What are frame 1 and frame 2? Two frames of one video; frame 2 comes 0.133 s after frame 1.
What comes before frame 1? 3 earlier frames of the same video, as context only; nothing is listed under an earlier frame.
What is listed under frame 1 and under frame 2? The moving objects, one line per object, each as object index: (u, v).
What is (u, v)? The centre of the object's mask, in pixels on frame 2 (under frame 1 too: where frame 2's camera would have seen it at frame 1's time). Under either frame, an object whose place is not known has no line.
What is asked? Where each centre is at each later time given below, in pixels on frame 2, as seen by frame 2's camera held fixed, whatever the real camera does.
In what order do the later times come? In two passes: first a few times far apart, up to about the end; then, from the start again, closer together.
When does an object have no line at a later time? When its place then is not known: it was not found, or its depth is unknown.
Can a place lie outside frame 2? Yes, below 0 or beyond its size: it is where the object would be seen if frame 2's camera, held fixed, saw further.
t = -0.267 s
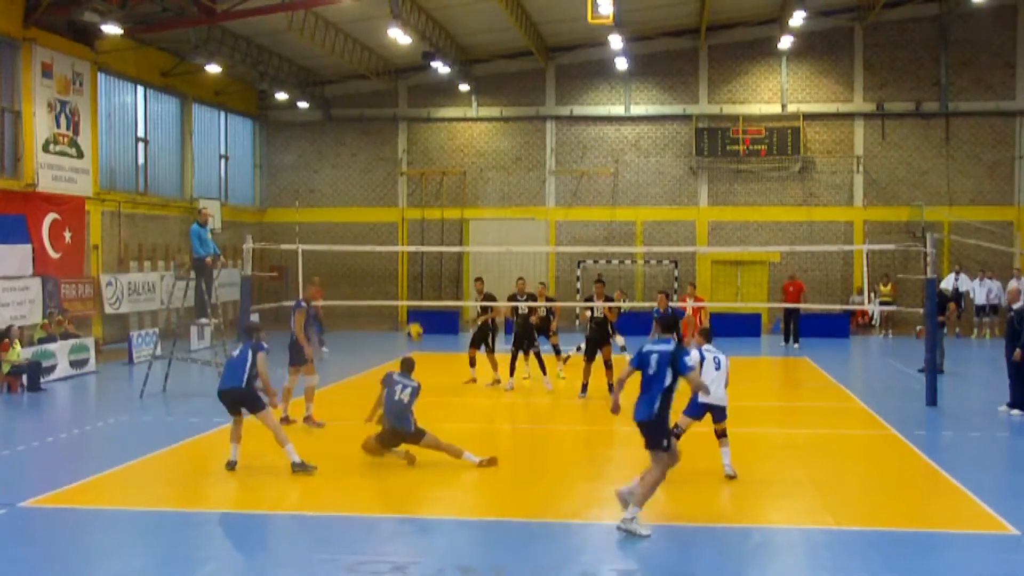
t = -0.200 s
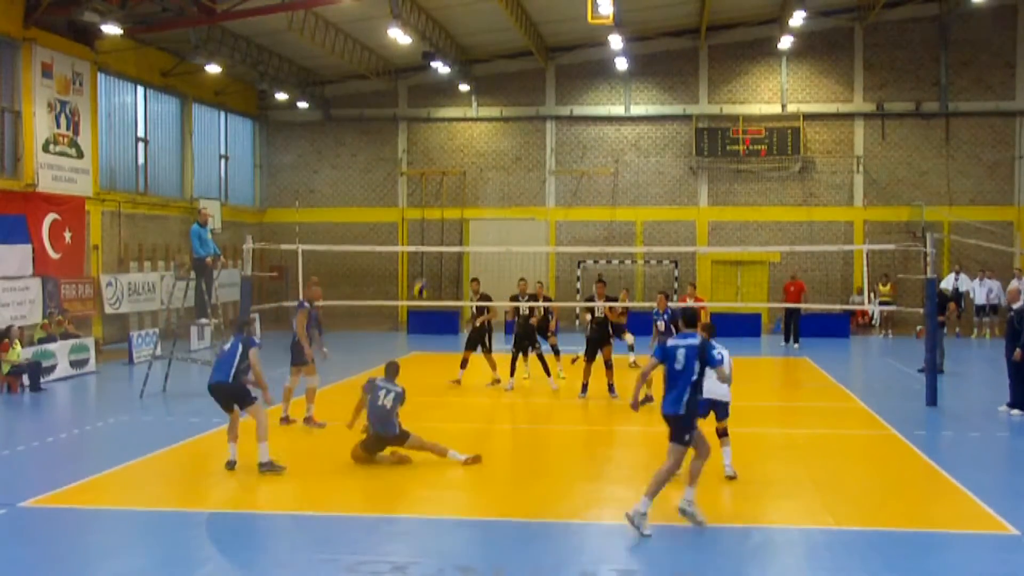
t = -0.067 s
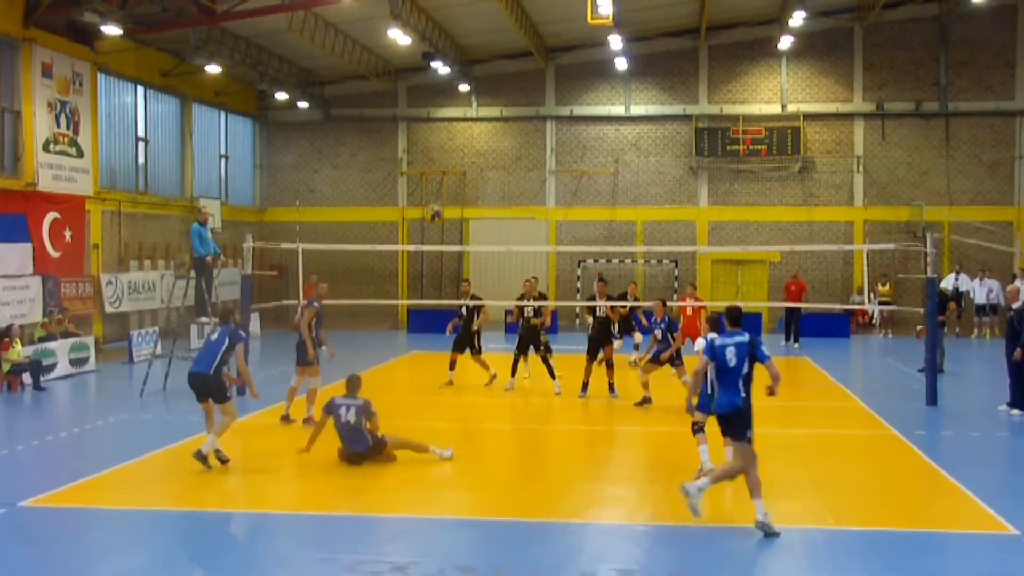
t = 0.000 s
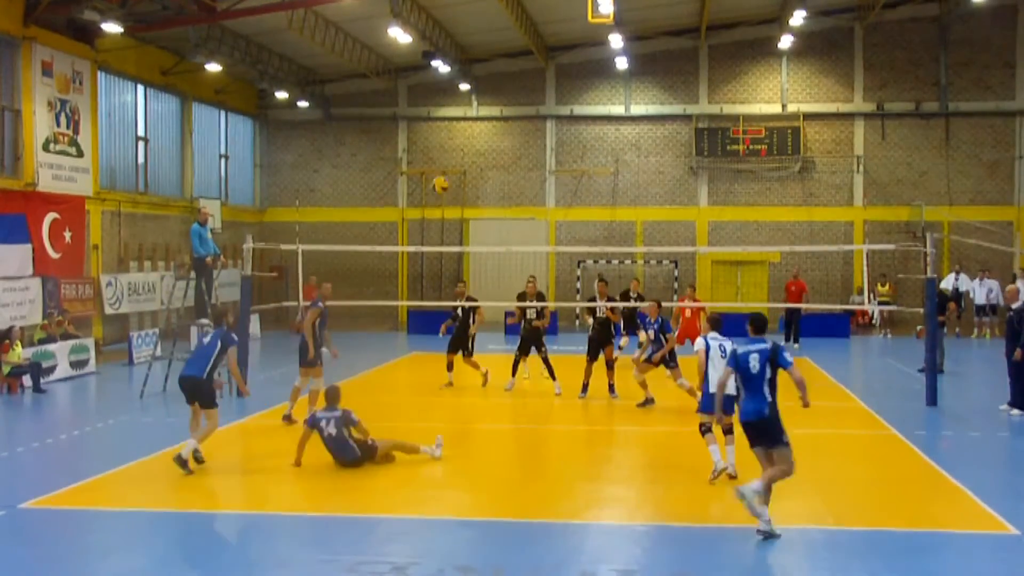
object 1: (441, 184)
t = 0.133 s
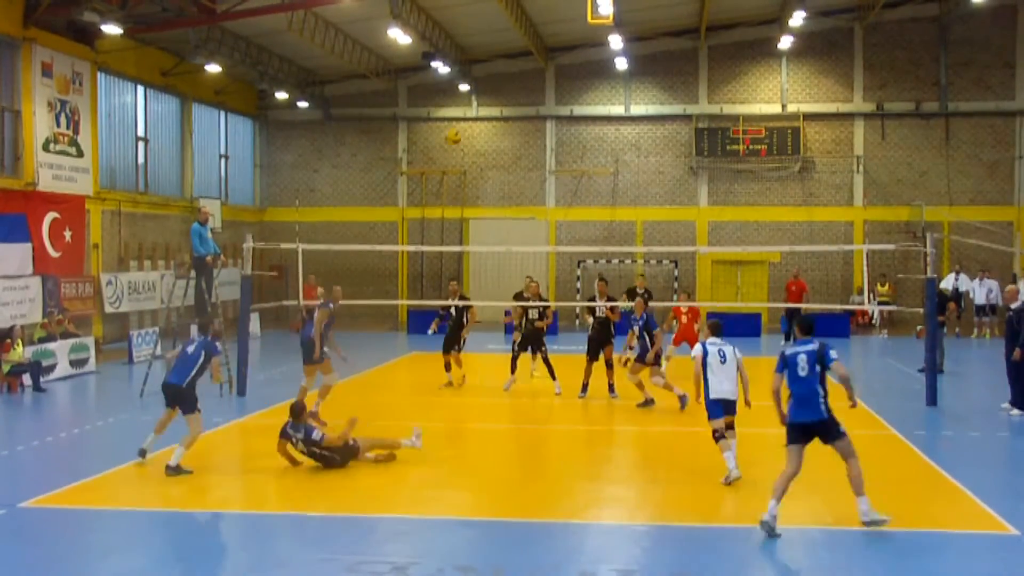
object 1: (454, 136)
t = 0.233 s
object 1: (462, 110)
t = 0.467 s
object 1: (482, 80)
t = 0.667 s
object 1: (499, 86)
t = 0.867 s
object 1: (515, 118)
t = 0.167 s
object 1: (455, 126)
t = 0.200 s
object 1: (458, 120)
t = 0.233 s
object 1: (462, 110)
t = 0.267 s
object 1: (466, 103)
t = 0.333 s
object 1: (471, 93)
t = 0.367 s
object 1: (474, 88)
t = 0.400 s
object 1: (477, 85)
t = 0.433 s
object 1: (479, 83)
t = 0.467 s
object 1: (482, 80)
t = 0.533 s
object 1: (488, 80)
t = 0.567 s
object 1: (490, 80)
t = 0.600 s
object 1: (494, 81)
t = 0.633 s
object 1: (497, 83)
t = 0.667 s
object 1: (499, 86)
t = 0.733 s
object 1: (504, 94)
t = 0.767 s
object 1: (507, 98)
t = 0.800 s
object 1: (509, 105)
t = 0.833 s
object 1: (513, 110)
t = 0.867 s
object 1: (515, 118)
